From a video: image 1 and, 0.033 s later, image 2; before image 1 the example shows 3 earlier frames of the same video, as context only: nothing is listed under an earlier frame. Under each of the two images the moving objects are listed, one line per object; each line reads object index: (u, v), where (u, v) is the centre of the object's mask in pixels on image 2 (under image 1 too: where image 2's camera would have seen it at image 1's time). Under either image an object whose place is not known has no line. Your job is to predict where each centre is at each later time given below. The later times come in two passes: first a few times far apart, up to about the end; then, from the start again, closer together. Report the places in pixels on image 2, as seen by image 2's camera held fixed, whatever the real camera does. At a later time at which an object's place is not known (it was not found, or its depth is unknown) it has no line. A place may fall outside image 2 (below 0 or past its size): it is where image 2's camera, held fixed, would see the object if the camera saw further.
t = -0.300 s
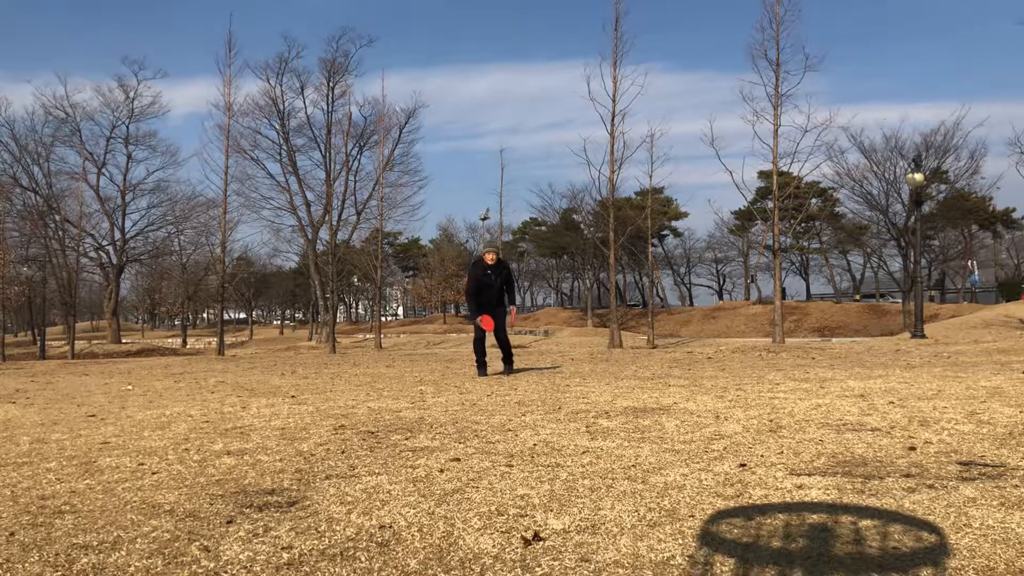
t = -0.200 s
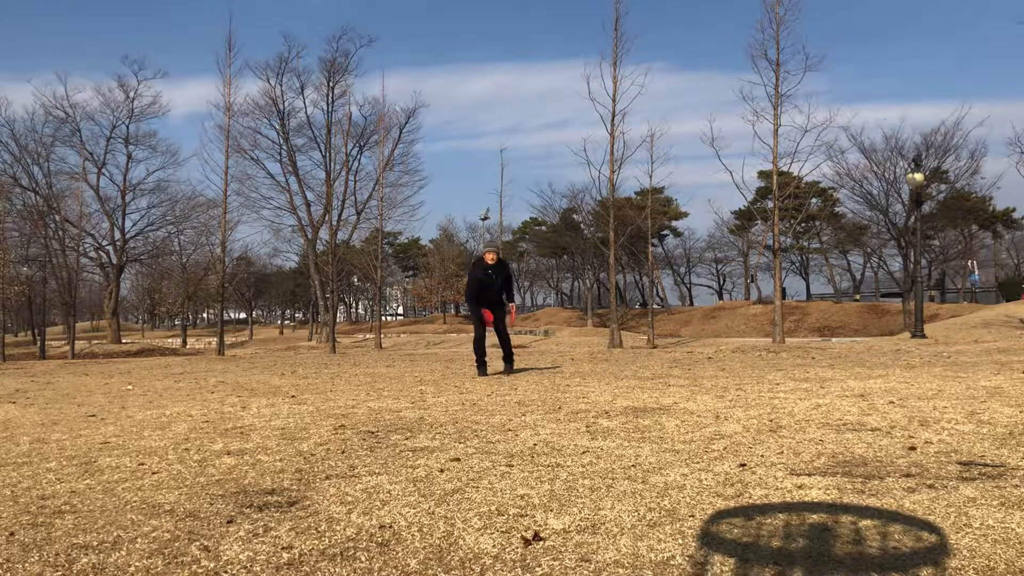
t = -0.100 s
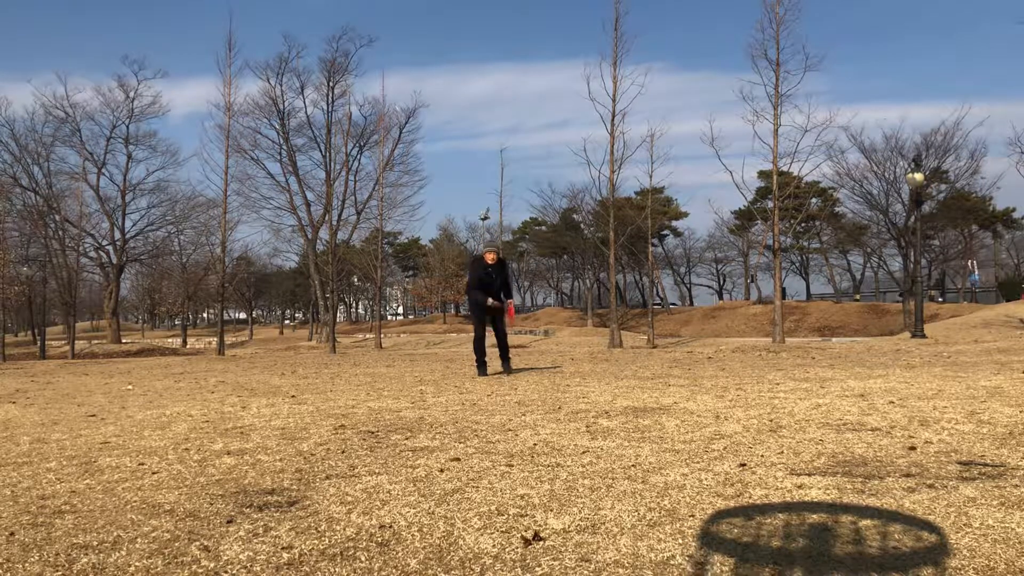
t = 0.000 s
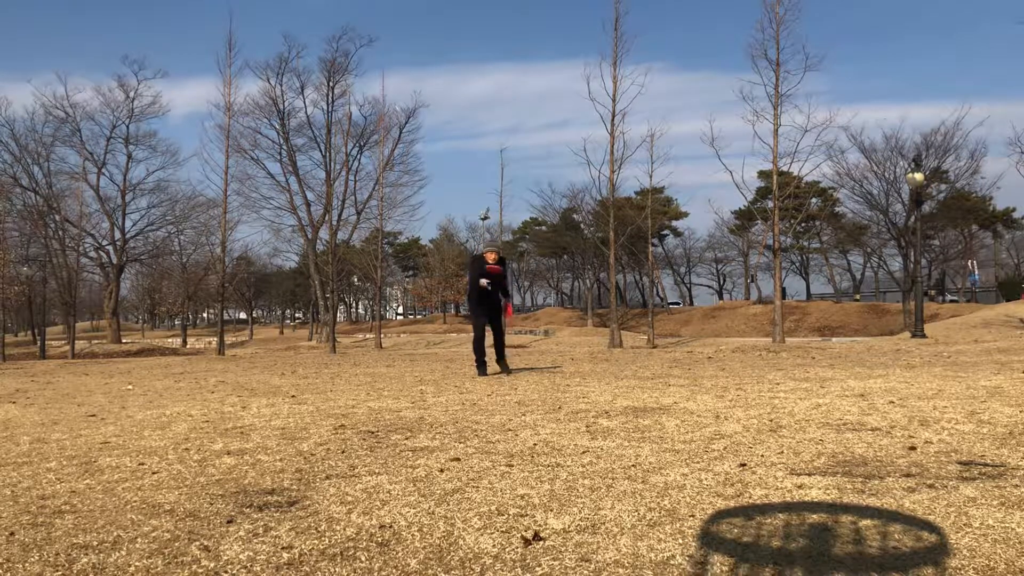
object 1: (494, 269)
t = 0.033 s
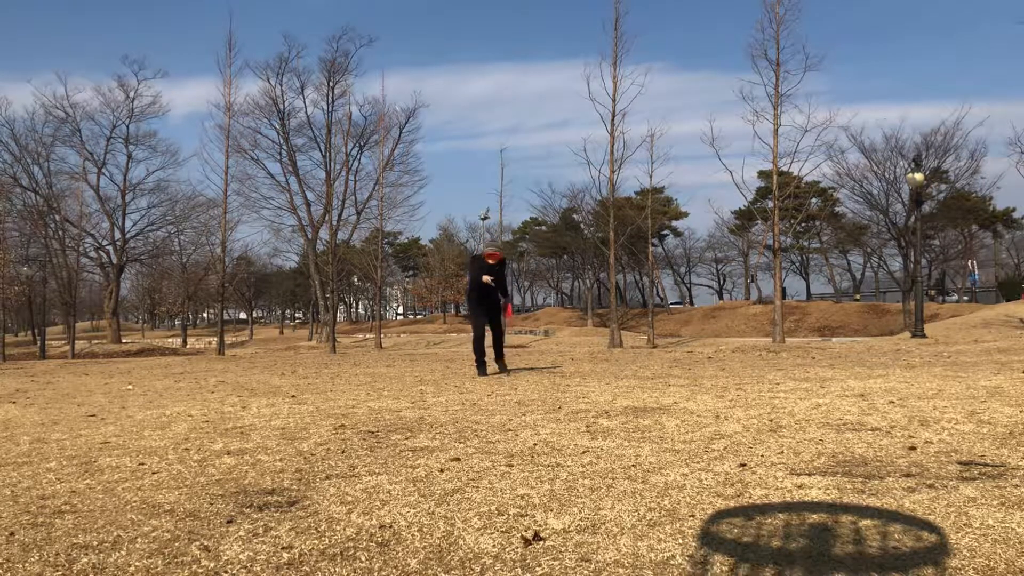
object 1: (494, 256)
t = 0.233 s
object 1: (476, 187)
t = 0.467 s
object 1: (445, 111)
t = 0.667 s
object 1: (405, 14)
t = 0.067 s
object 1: (491, 243)
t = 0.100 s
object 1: (487, 231)
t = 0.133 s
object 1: (485, 220)
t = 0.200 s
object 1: (479, 197)
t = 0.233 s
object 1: (476, 187)
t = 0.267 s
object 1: (472, 177)
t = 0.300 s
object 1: (469, 166)
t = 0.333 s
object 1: (465, 156)
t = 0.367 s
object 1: (460, 145)
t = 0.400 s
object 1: (456, 134)
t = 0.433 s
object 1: (451, 123)
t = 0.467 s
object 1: (445, 111)
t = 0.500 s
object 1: (440, 98)
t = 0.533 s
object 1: (434, 84)
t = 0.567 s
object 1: (427, 69)
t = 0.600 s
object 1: (420, 52)
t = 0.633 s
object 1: (412, 34)
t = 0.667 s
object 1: (405, 14)
